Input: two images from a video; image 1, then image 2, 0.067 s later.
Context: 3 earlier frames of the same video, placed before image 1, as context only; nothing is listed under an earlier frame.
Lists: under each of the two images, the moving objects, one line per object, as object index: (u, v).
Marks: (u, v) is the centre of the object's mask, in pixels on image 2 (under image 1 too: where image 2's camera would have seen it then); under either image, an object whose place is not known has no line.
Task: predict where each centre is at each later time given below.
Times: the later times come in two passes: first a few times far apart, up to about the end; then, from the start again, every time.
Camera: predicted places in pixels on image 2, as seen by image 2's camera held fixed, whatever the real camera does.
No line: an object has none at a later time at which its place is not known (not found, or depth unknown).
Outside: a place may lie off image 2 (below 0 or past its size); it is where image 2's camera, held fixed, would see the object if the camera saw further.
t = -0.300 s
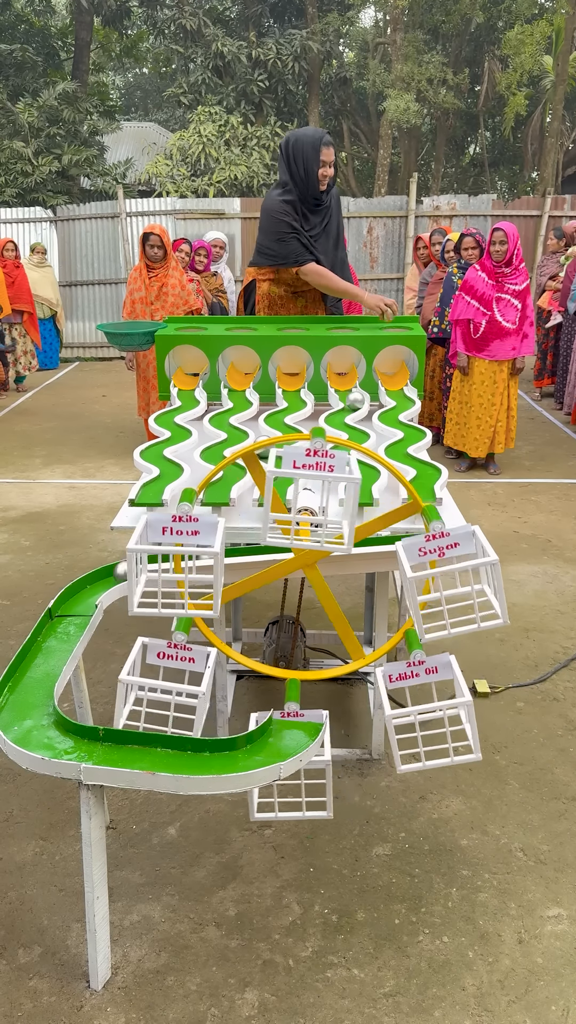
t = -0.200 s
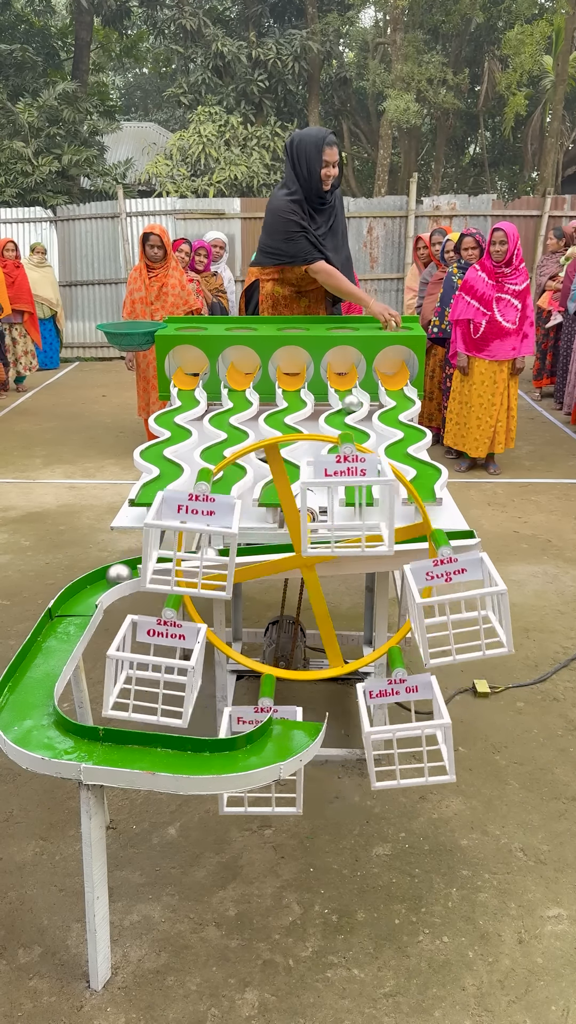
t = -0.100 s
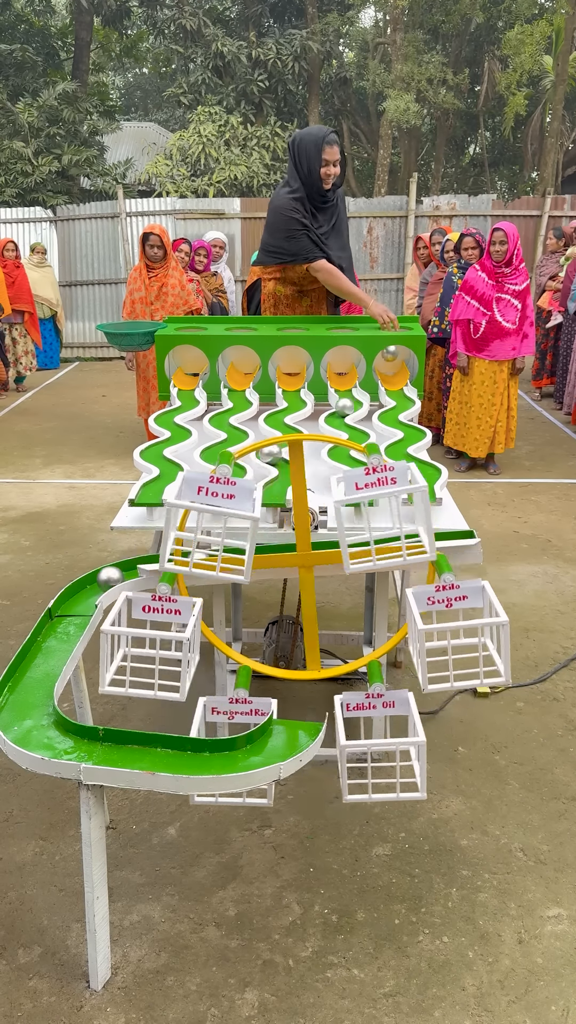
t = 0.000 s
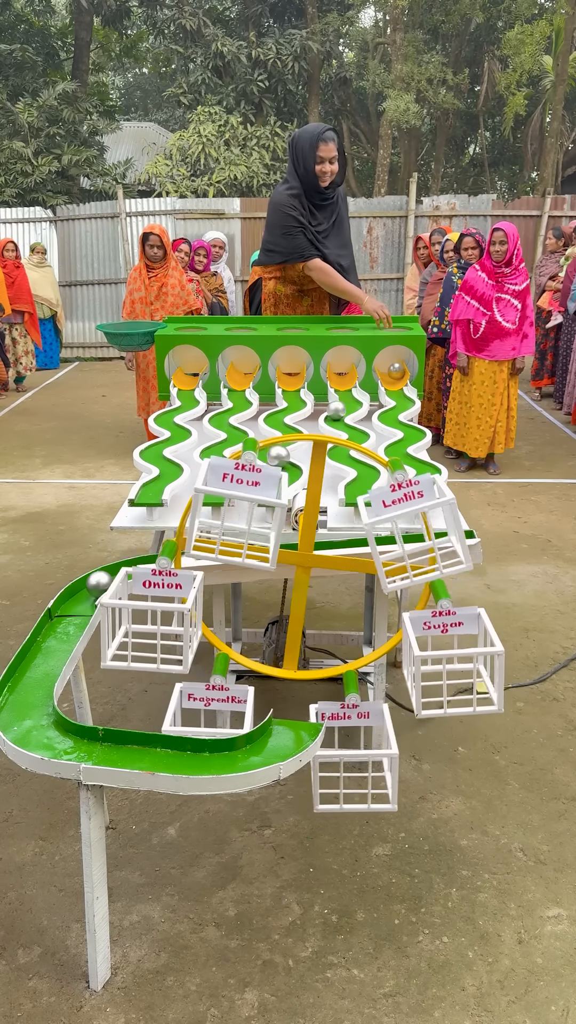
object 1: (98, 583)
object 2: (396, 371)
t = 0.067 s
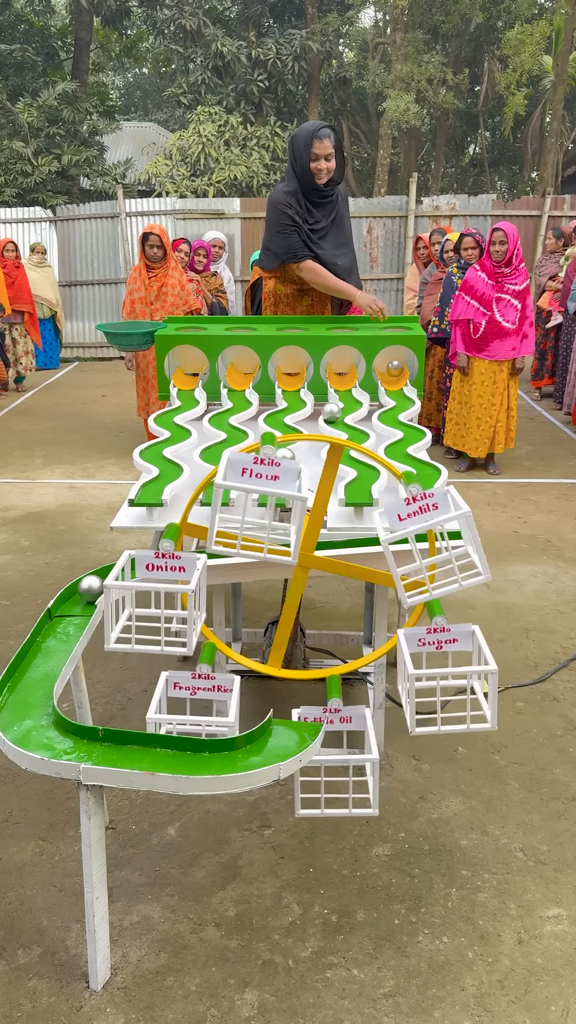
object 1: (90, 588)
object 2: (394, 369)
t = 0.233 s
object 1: (70, 598)
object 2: (391, 375)
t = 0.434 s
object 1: (59, 614)
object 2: (391, 376)
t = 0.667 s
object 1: (44, 638)
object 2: (392, 378)
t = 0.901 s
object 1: (24, 672)
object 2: (394, 382)
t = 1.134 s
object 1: (14, 713)
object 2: (395, 387)
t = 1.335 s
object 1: (44, 738)
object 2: (395, 391)
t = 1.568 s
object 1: (106, 750)
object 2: (405, 397)
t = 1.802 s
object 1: (178, 759)
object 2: (400, 403)
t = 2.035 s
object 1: (253, 754)
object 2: (385, 410)
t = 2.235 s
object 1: (296, 735)
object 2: (389, 417)
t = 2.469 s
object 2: (408, 423)
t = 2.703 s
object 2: (416, 431)
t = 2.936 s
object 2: (401, 439)
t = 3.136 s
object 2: (393, 445)
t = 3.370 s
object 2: (404, 453)
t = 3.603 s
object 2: (425, 461)
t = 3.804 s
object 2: (431, 468)
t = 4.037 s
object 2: (422, 478)
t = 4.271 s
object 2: (423, 485)
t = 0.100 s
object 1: (87, 591)
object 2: (392, 371)
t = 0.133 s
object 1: (82, 593)
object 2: (390, 375)
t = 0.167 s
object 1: (77, 594)
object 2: (391, 375)
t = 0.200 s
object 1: (72, 597)
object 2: (391, 375)
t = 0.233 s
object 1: (70, 598)
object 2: (391, 375)
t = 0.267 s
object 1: (69, 600)
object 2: (391, 375)
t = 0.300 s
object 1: (68, 602)
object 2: (391, 375)
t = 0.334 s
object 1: (66, 605)
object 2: (391, 375)
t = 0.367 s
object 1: (64, 609)
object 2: (391, 376)
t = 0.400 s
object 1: (61, 611)
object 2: (391, 376)
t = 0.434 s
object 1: (59, 614)
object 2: (391, 376)
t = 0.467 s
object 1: (56, 617)
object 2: (391, 376)
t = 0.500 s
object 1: (55, 620)
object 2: (391, 376)
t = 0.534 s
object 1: (53, 623)
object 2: (392, 377)
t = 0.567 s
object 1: (51, 627)
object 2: (392, 377)
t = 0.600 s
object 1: (49, 630)
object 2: (392, 378)
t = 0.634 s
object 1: (47, 634)
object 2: (392, 378)
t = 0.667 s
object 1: (44, 638)
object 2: (392, 378)
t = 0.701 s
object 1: (42, 642)
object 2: (391, 379)
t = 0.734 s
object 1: (39, 646)
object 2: (391, 379)
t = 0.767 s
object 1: (37, 651)
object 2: (391, 380)
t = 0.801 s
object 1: (34, 656)
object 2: (392, 380)
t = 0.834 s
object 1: (30, 661)
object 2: (392, 381)
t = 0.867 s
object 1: (27, 667)
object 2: (394, 381)
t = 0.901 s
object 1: (24, 672)
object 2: (394, 382)
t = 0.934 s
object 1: (21, 678)
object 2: (396, 382)
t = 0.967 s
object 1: (17, 684)
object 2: (395, 383)
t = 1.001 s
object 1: (15, 690)
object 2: (395, 384)
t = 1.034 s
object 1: (14, 696)
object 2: (395, 384)
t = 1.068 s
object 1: (14, 702)
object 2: (395, 385)
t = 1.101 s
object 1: (14, 708)
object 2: (395, 386)
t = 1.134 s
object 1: (14, 713)
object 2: (395, 387)
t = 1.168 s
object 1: (16, 719)
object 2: (394, 387)
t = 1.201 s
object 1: (19, 725)
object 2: (394, 388)
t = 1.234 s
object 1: (25, 729)
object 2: (393, 389)
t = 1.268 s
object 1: (31, 733)
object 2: (394, 390)
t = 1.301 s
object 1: (37, 736)
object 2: (395, 390)
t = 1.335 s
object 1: (44, 738)
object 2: (395, 391)
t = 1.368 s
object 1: (51, 742)
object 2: (396, 392)
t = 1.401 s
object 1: (59, 744)
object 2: (397, 393)
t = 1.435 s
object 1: (68, 746)
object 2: (399, 394)
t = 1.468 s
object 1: (78, 747)
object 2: (400, 394)
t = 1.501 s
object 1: (87, 747)
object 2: (402, 395)
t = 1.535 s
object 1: (97, 749)
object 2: (403, 396)
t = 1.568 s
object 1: (106, 750)
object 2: (405, 397)
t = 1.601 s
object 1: (116, 751)
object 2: (406, 398)
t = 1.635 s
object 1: (126, 752)
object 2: (407, 399)
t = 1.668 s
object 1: (136, 753)
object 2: (407, 399)
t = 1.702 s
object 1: (147, 754)
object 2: (405, 400)
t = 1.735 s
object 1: (157, 755)
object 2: (404, 401)
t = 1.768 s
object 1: (167, 757)
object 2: (402, 402)
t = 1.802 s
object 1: (178, 759)
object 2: (400, 403)
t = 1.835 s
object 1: (189, 760)
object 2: (399, 404)
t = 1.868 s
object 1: (200, 760)
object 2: (397, 405)
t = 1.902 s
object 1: (211, 760)
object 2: (394, 406)
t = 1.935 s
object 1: (222, 759)
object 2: (392, 407)
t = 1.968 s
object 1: (232, 758)
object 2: (390, 408)
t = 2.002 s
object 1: (243, 756)
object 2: (387, 409)
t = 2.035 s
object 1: (253, 754)
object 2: (385, 410)
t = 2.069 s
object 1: (262, 751)
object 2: (384, 411)
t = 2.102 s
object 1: (271, 749)
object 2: (384, 412)
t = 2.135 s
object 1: (279, 746)
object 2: (385, 414)
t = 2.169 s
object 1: (285, 743)
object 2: (386, 415)
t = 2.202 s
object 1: (290, 740)
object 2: (388, 416)
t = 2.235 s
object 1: (296, 735)
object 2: (389, 417)
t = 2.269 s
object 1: (299, 731)
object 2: (392, 417)
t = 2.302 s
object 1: (303, 726)
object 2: (394, 418)
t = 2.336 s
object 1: (305, 722)
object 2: (397, 419)
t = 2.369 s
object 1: (307, 716)
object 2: (400, 421)
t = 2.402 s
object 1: (308, 712)
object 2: (403, 421)
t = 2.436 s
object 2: (406, 422)
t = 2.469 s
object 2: (408, 423)
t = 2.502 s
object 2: (411, 425)
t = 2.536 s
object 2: (414, 426)
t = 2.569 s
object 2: (418, 427)
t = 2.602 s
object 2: (419, 428)
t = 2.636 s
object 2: (418, 429)
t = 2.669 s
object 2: (417, 430)
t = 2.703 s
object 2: (416, 431)
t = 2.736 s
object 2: (415, 432)
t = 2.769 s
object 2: (413, 433)
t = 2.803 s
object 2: (411, 434)
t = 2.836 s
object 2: (409, 435)
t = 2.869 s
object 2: (406, 436)
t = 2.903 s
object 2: (403, 438)
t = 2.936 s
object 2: (401, 439)
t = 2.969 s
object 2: (398, 440)
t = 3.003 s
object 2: (395, 441)
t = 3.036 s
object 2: (392, 442)
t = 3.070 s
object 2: (391, 443)
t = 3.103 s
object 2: (392, 443)
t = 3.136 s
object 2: (393, 445)
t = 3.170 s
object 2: (394, 447)
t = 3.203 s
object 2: (394, 448)
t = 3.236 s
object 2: (395, 449)
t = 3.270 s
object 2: (397, 450)
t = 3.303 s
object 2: (399, 451)
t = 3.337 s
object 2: (402, 452)
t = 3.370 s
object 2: (404, 453)
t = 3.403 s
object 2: (408, 454)
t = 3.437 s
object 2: (411, 455)
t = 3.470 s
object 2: (414, 457)
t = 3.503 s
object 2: (417, 457)
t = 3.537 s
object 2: (420, 459)
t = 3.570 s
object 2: (422, 460)
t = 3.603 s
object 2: (425, 461)
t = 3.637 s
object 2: (428, 463)
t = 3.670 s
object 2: (431, 464)
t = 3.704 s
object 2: (432, 465)
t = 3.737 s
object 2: (432, 466)
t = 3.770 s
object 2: (431, 467)
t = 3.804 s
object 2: (431, 468)
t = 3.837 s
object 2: (430, 470)
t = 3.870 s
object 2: (429, 471)
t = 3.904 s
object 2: (428, 472)
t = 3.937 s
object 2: (427, 473)
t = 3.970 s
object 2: (425, 475)
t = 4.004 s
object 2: (424, 476)
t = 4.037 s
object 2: (422, 478)
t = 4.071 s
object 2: (421, 479)
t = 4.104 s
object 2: (423, 479)
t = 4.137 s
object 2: (422, 476)
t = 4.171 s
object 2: (416, 475)
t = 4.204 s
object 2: (416, 478)
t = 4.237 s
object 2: (420, 481)
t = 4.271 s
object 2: (423, 485)
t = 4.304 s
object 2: (425, 487)
